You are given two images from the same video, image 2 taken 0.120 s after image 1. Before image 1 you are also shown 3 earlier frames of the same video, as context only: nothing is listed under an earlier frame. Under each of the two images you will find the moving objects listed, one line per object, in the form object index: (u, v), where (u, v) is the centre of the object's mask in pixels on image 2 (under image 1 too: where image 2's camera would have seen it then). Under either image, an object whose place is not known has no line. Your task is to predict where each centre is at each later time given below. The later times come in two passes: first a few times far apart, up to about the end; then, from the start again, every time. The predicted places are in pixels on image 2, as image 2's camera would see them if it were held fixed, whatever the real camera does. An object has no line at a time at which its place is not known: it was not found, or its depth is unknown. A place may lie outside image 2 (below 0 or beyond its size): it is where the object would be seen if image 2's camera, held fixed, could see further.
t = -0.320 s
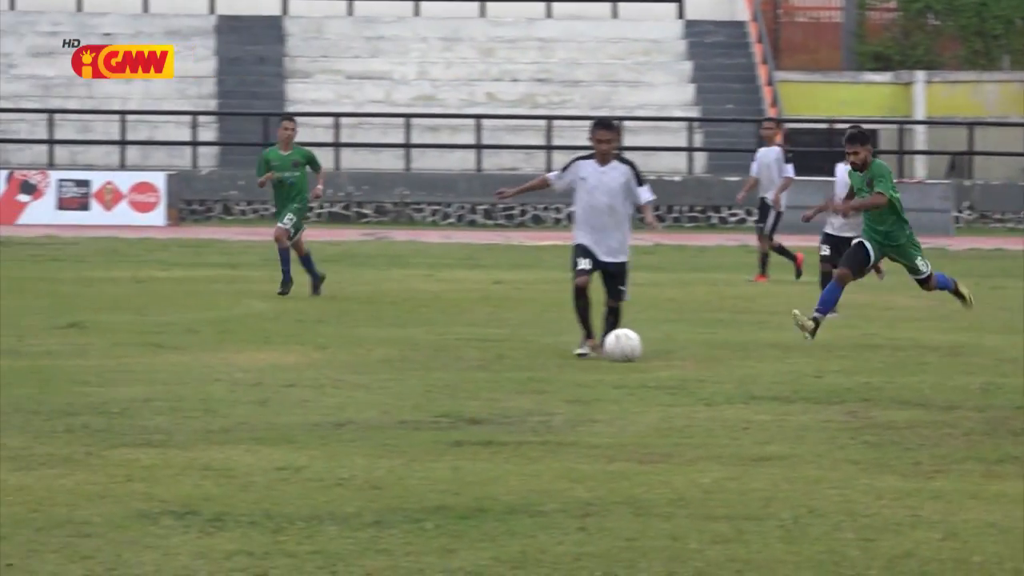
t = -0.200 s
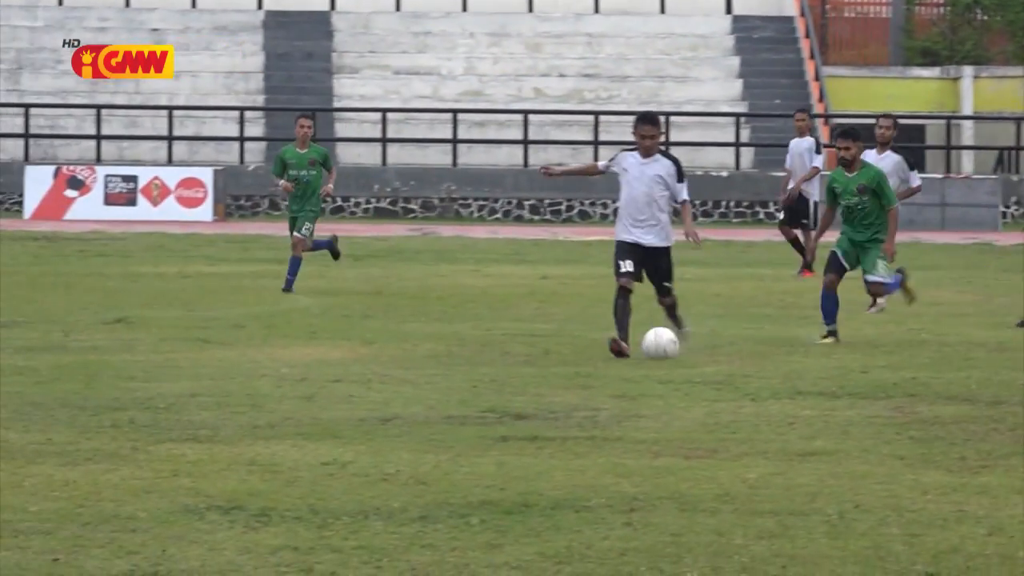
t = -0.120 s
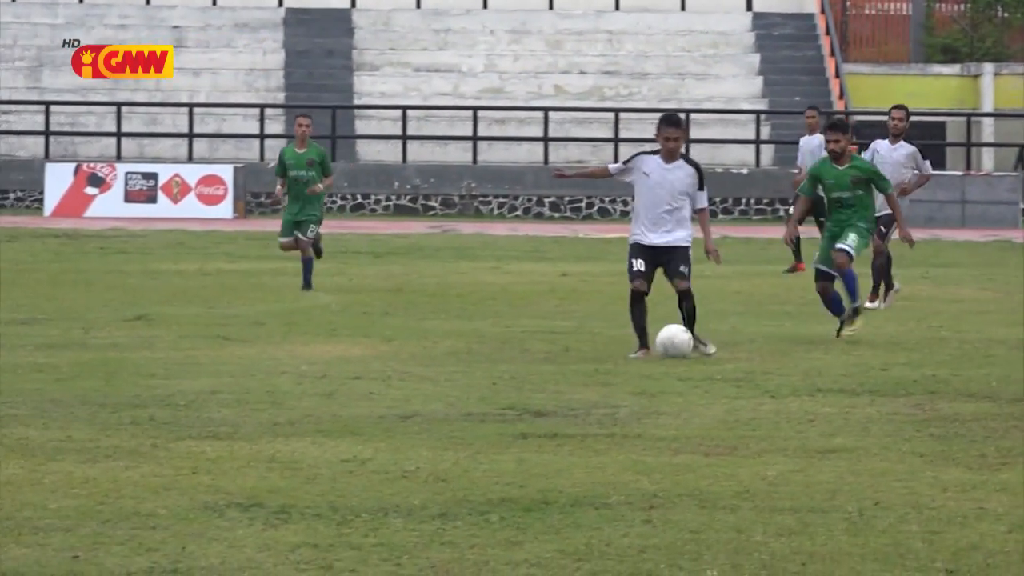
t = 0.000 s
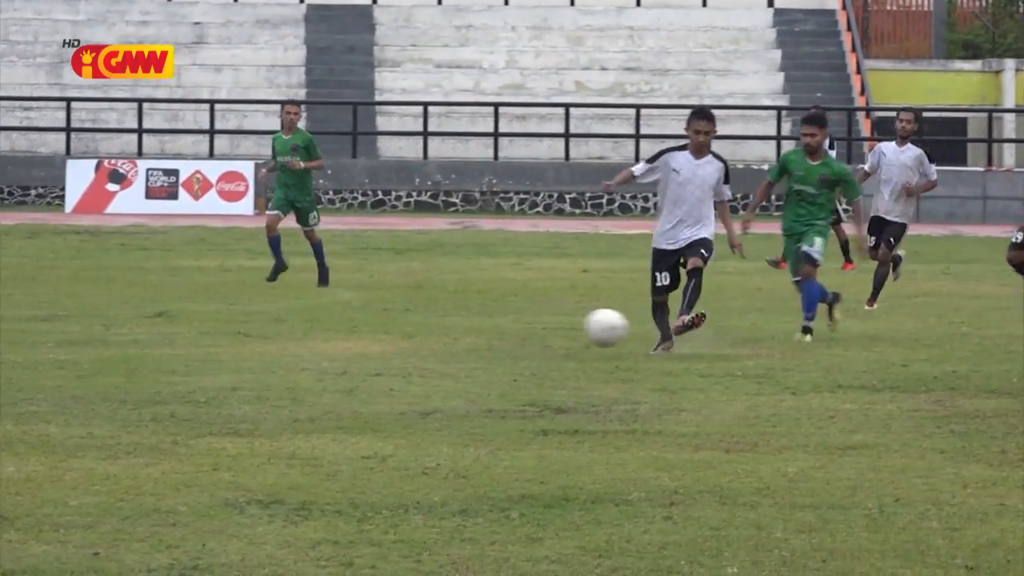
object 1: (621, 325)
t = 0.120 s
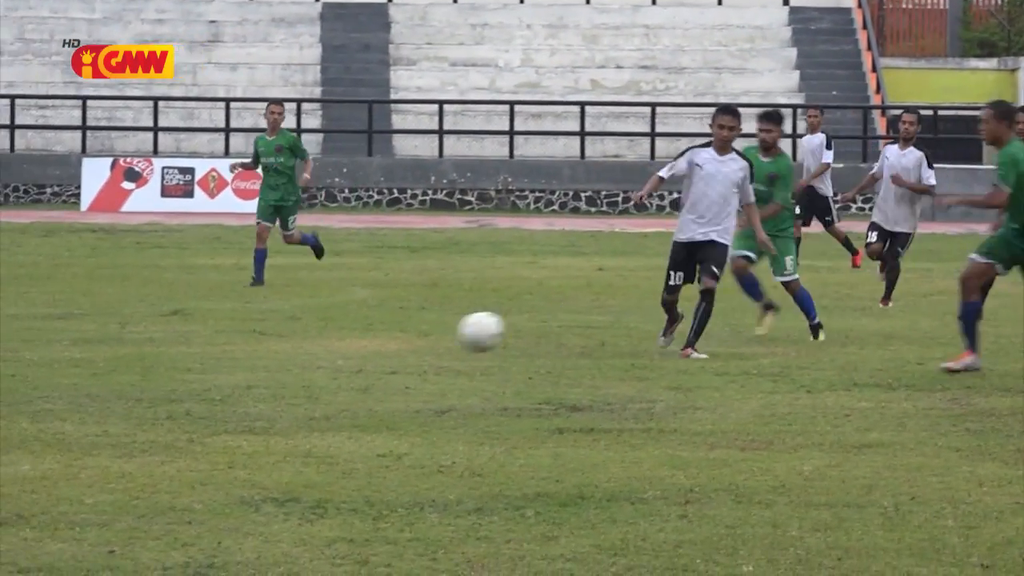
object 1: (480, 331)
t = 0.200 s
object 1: (377, 353)
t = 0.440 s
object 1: (69, 383)
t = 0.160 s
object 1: (431, 340)
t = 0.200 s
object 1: (377, 353)
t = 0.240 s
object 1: (324, 366)
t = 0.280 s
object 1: (274, 367)
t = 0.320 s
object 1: (225, 367)
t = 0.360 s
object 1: (174, 371)
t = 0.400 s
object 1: (122, 377)
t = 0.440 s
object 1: (69, 383)
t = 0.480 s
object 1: (19, 382)
